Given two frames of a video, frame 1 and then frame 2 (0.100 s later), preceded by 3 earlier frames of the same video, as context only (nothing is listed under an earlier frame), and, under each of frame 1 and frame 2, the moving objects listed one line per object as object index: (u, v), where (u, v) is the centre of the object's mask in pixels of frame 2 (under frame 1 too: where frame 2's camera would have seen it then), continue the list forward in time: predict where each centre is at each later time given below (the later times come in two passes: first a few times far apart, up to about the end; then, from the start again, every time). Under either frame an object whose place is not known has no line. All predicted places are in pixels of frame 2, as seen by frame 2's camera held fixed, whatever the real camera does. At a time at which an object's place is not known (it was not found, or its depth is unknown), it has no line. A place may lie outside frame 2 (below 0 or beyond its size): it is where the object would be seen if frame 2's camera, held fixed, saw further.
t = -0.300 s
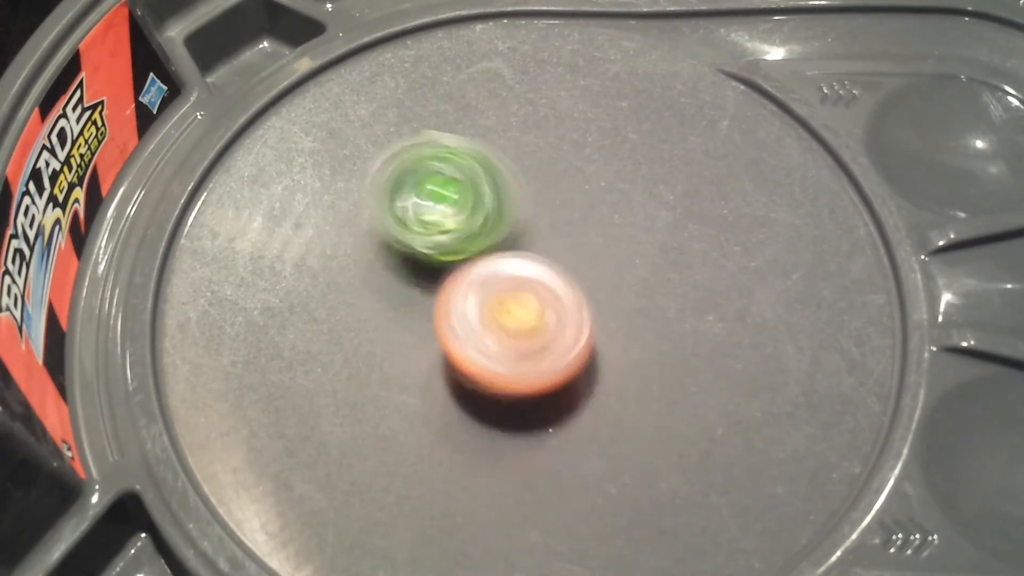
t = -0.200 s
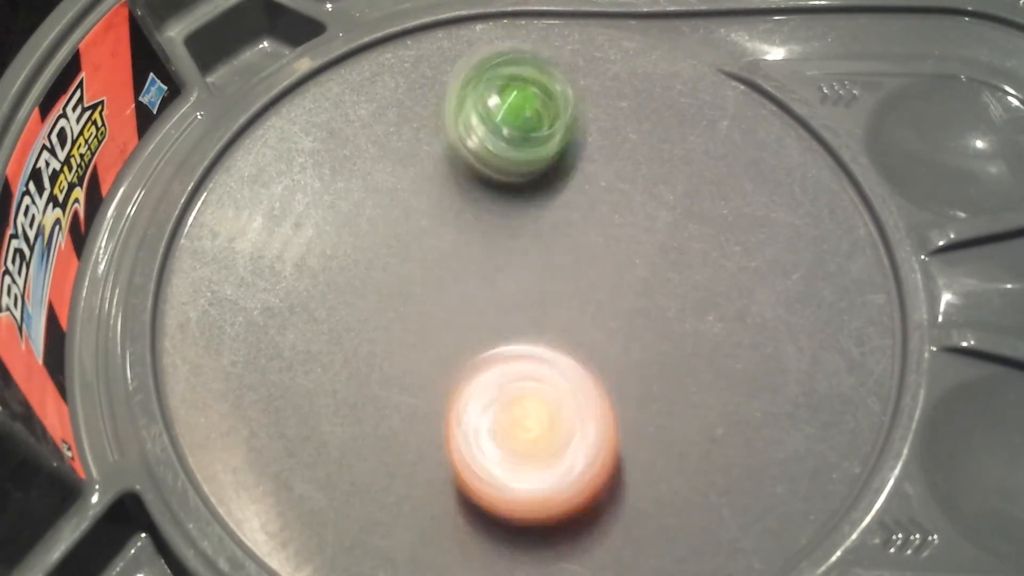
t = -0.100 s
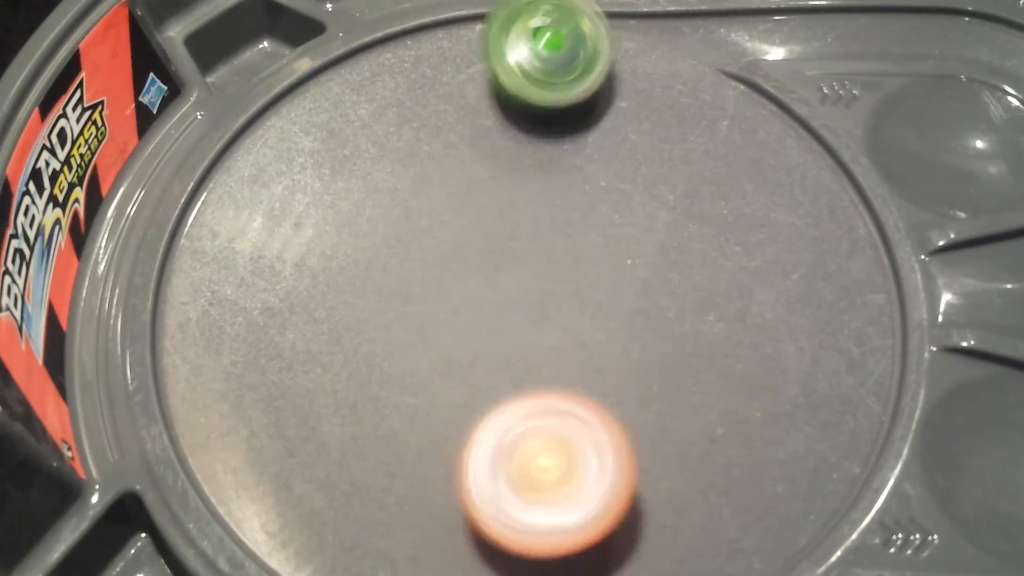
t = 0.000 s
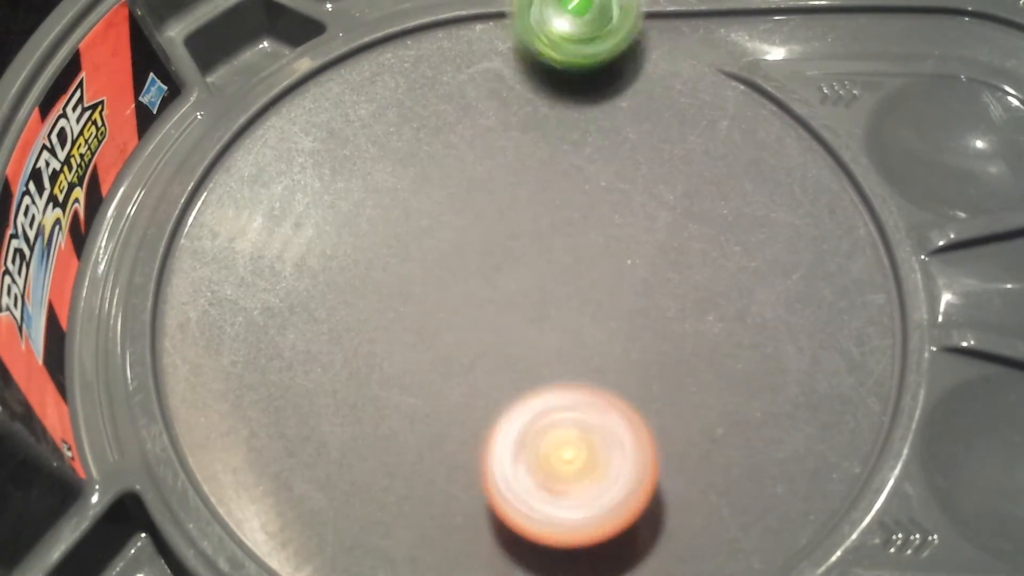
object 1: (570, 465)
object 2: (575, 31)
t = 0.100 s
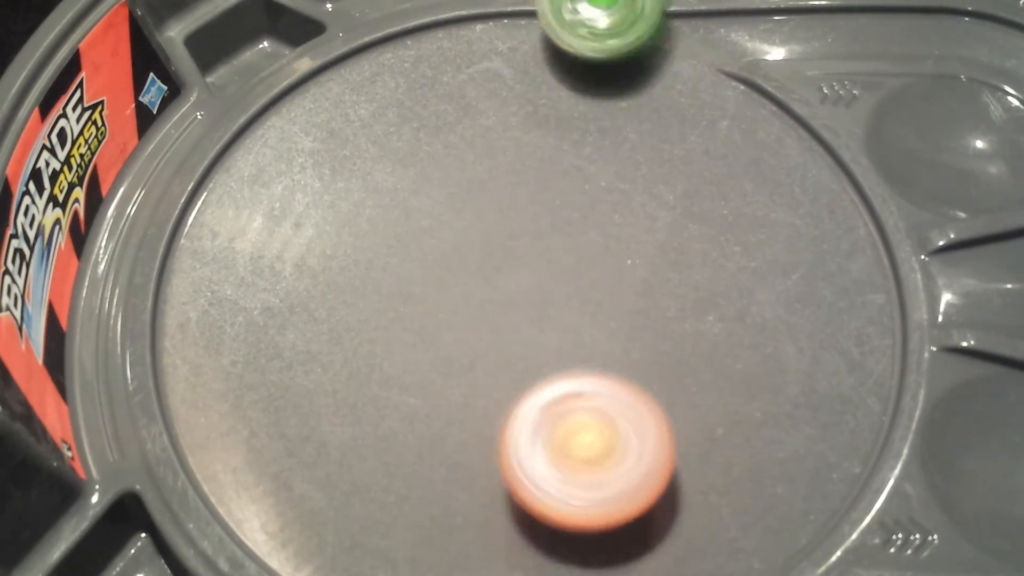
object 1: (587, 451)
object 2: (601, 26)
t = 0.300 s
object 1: (604, 409)
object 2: (641, 113)
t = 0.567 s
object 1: (573, 376)
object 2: (727, 279)
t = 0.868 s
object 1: (575, 336)
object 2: (744, 332)
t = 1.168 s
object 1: (440, 222)
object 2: (695, 385)
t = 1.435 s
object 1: (380, 156)
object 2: (569, 393)
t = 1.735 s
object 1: (494, 211)
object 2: (429, 343)
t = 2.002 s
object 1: (754, 189)
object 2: (384, 354)
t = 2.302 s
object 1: (771, 254)
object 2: (511, 307)
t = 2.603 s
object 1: (734, 427)
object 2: (445, 258)
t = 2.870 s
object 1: (556, 440)
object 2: (489, 274)
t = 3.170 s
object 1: (394, 305)
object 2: (604, 303)
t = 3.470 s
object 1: (460, 150)
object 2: (609, 358)
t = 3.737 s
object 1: (622, 128)
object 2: (607, 356)
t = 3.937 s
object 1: (715, 207)
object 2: (601, 323)
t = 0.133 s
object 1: (592, 445)
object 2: (611, 32)
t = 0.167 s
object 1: (594, 438)
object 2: (614, 40)
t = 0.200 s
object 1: (598, 431)
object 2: (620, 49)
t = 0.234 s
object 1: (600, 423)
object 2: (625, 64)
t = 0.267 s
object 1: (601, 417)
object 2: (632, 85)
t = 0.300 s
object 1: (604, 409)
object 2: (641, 113)
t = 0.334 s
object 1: (606, 402)
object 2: (649, 142)
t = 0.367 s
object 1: (607, 394)
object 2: (657, 167)
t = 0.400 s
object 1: (608, 386)
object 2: (663, 197)
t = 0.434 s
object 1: (608, 380)
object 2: (671, 218)
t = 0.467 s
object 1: (610, 372)
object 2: (678, 245)
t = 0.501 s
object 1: (598, 374)
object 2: (696, 265)
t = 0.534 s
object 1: (584, 376)
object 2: (713, 269)
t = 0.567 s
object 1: (573, 376)
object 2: (727, 279)
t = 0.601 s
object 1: (568, 372)
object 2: (742, 288)
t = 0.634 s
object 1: (567, 366)
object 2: (754, 300)
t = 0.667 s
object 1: (567, 361)
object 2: (763, 308)
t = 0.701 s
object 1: (568, 356)
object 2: (773, 316)
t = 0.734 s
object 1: (569, 353)
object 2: (775, 321)
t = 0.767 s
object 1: (571, 349)
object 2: (778, 327)
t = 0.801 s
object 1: (573, 344)
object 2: (771, 329)
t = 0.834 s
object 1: (574, 340)
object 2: (761, 330)
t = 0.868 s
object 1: (575, 336)
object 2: (744, 332)
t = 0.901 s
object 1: (566, 331)
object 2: (740, 337)
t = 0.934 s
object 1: (555, 323)
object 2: (736, 337)
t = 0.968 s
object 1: (549, 317)
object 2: (730, 340)
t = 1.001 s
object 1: (549, 311)
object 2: (718, 342)
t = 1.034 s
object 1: (547, 306)
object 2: (706, 341)
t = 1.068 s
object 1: (521, 282)
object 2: (712, 359)
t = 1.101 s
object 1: (491, 260)
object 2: (711, 369)
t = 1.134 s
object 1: (464, 243)
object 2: (706, 379)
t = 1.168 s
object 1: (440, 222)
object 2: (695, 385)
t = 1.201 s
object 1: (421, 204)
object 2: (683, 389)
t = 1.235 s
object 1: (405, 190)
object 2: (669, 395)
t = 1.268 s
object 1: (393, 176)
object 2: (655, 397)
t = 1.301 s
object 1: (384, 166)
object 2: (642, 398)
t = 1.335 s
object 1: (380, 159)
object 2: (620, 398)
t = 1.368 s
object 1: (378, 154)
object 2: (602, 397)
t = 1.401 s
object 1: (378, 154)
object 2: (586, 395)
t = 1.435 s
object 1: (380, 156)
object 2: (569, 393)
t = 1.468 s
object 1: (381, 158)
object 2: (550, 389)
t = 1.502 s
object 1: (383, 161)
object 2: (532, 384)
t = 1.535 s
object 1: (388, 164)
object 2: (515, 381)
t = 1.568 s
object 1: (394, 167)
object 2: (500, 374)
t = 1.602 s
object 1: (404, 174)
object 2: (485, 366)
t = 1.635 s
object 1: (419, 182)
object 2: (469, 359)
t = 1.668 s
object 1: (439, 193)
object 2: (457, 352)
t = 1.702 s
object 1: (461, 204)
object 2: (445, 342)
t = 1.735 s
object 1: (494, 211)
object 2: (429, 343)
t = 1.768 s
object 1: (531, 207)
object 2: (406, 350)
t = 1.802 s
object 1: (567, 203)
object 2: (393, 351)
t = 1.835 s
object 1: (605, 200)
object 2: (381, 352)
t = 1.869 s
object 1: (639, 198)
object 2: (373, 354)
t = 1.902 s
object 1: (674, 194)
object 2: (371, 357)
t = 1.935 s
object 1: (702, 193)
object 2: (373, 356)
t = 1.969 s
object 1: (731, 190)
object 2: (379, 356)
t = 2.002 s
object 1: (754, 189)
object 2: (384, 354)
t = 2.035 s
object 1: (774, 191)
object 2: (398, 348)
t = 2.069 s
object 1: (790, 194)
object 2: (409, 342)
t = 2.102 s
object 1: (797, 200)
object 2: (425, 336)
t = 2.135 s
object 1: (802, 206)
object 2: (442, 328)
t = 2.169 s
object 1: (801, 212)
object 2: (457, 320)
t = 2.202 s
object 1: (799, 221)
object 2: (471, 317)
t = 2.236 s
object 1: (791, 228)
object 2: (483, 312)
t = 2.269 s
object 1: (783, 241)
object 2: (498, 310)
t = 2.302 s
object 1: (771, 254)
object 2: (511, 307)
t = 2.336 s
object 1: (755, 266)
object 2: (523, 304)
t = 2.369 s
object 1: (739, 281)
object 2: (538, 306)
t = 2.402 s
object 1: (719, 298)
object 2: (549, 308)
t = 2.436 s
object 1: (727, 324)
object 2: (533, 303)
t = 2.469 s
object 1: (749, 355)
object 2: (502, 287)
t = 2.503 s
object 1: (754, 377)
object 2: (480, 277)
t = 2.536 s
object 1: (751, 394)
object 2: (462, 269)
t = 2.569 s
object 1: (745, 414)
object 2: (450, 265)
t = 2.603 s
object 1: (734, 427)
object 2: (445, 258)
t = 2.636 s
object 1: (721, 441)
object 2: (448, 254)
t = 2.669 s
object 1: (704, 450)
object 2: (453, 259)
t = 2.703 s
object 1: (683, 456)
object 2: (457, 261)
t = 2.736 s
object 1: (661, 460)
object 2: (461, 266)
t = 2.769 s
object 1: (636, 459)
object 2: (468, 268)
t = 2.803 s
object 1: (612, 457)
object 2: (473, 270)
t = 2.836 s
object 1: (582, 452)
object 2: (483, 273)
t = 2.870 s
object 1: (556, 440)
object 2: (489, 274)
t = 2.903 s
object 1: (535, 428)
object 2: (499, 278)
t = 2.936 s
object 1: (512, 415)
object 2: (513, 283)
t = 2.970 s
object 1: (490, 400)
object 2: (524, 282)
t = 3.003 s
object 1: (462, 391)
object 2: (540, 287)
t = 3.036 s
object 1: (439, 375)
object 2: (559, 287)
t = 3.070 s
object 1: (425, 358)
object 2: (575, 289)
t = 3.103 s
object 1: (413, 341)
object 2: (588, 293)
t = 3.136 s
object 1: (404, 327)
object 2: (597, 298)
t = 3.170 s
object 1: (394, 305)
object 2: (604, 303)
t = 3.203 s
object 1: (392, 283)
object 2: (605, 308)
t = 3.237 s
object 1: (392, 265)
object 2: (606, 315)
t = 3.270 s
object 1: (392, 248)
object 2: (606, 321)
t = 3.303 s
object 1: (397, 227)
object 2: (604, 327)
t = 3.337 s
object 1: (404, 209)
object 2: (602, 334)
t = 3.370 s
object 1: (416, 191)
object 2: (602, 342)
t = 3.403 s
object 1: (428, 177)
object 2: (603, 350)
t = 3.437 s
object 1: (441, 163)
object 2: (606, 354)
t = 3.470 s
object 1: (460, 150)
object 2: (609, 358)
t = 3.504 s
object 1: (478, 140)
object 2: (613, 363)
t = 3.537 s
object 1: (497, 130)
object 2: (616, 367)
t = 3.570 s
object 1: (517, 126)
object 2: (618, 368)
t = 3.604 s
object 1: (536, 121)
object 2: (616, 367)
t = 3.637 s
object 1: (561, 120)
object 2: (613, 364)
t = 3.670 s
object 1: (582, 121)
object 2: (610, 361)
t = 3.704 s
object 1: (601, 123)
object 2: (608, 358)
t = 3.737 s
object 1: (622, 128)
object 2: (607, 356)
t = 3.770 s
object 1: (641, 137)
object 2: (605, 354)
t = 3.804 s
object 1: (661, 146)
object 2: (602, 350)
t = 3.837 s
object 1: (678, 159)
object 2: (599, 345)
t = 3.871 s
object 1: (691, 171)
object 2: (598, 337)
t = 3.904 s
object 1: (705, 189)
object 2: (600, 330)
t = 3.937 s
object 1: (715, 207)
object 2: (601, 323)
